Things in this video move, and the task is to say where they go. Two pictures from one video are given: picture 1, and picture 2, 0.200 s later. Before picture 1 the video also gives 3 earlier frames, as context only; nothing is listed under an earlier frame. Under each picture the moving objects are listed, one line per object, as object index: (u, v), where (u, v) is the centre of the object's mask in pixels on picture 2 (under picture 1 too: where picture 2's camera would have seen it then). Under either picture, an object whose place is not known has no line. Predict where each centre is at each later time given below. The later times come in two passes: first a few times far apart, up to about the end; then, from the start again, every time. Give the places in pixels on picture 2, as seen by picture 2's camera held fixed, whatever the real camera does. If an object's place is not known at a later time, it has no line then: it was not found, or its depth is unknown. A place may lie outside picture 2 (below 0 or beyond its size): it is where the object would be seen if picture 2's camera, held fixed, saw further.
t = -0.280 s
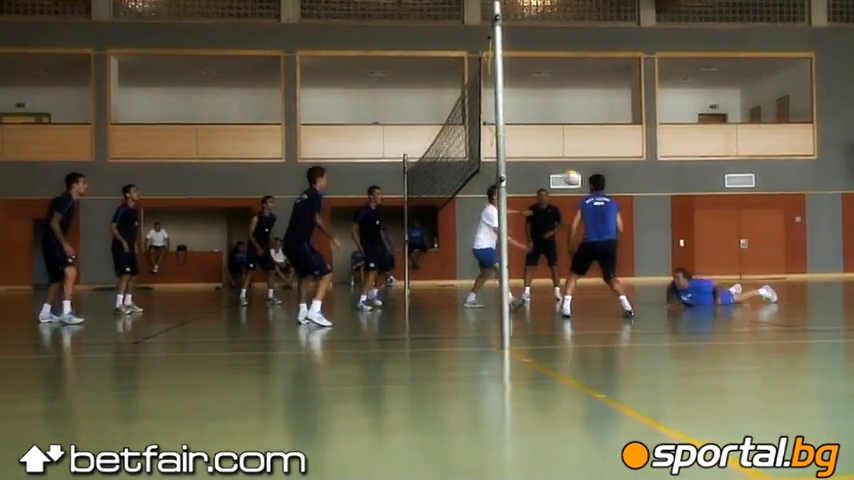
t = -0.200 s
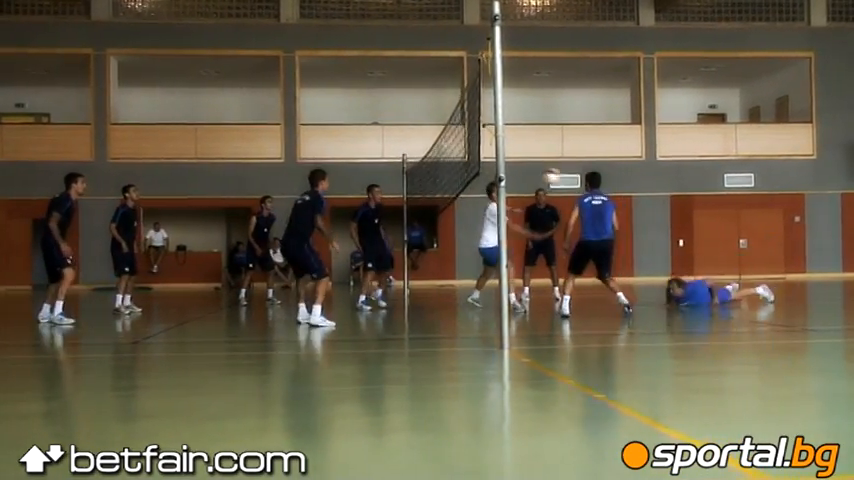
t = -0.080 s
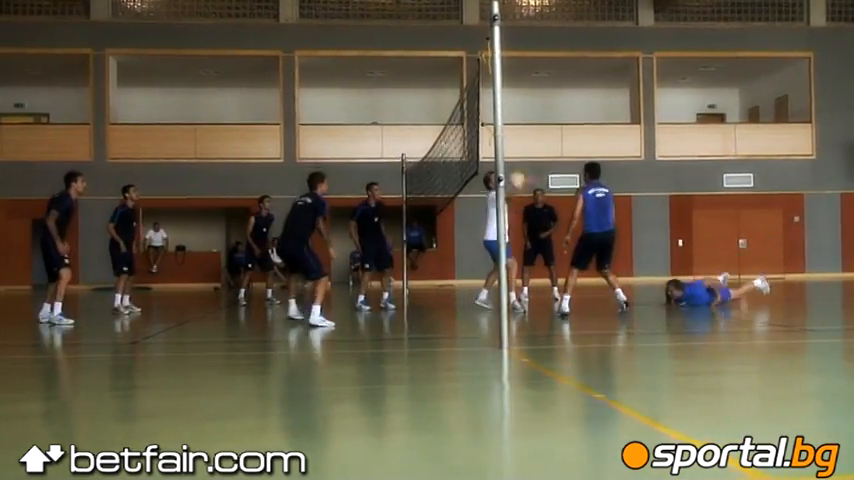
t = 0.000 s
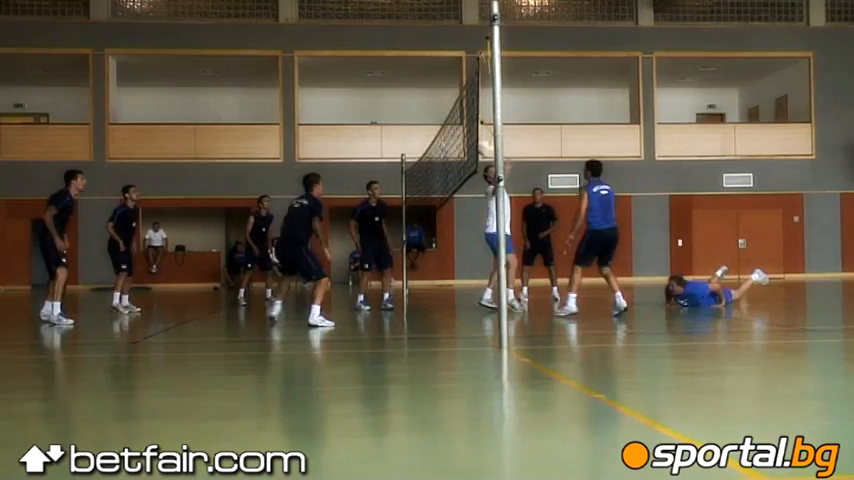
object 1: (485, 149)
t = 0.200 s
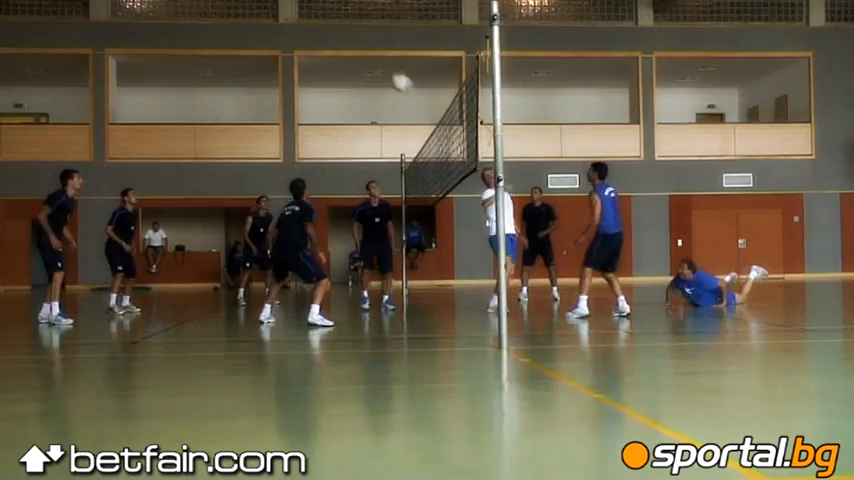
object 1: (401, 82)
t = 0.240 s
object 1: (386, 73)
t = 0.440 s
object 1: (305, 48)
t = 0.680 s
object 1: (214, 58)
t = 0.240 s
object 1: (386, 73)
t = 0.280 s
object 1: (368, 65)
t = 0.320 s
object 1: (353, 59)
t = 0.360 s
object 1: (339, 55)
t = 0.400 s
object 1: (322, 52)
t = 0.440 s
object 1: (305, 48)
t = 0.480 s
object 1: (290, 47)
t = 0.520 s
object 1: (276, 47)
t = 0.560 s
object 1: (260, 48)
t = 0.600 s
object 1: (244, 50)
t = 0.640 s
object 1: (228, 53)
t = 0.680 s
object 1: (214, 58)
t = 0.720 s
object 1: (200, 65)
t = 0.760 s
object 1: (185, 72)
